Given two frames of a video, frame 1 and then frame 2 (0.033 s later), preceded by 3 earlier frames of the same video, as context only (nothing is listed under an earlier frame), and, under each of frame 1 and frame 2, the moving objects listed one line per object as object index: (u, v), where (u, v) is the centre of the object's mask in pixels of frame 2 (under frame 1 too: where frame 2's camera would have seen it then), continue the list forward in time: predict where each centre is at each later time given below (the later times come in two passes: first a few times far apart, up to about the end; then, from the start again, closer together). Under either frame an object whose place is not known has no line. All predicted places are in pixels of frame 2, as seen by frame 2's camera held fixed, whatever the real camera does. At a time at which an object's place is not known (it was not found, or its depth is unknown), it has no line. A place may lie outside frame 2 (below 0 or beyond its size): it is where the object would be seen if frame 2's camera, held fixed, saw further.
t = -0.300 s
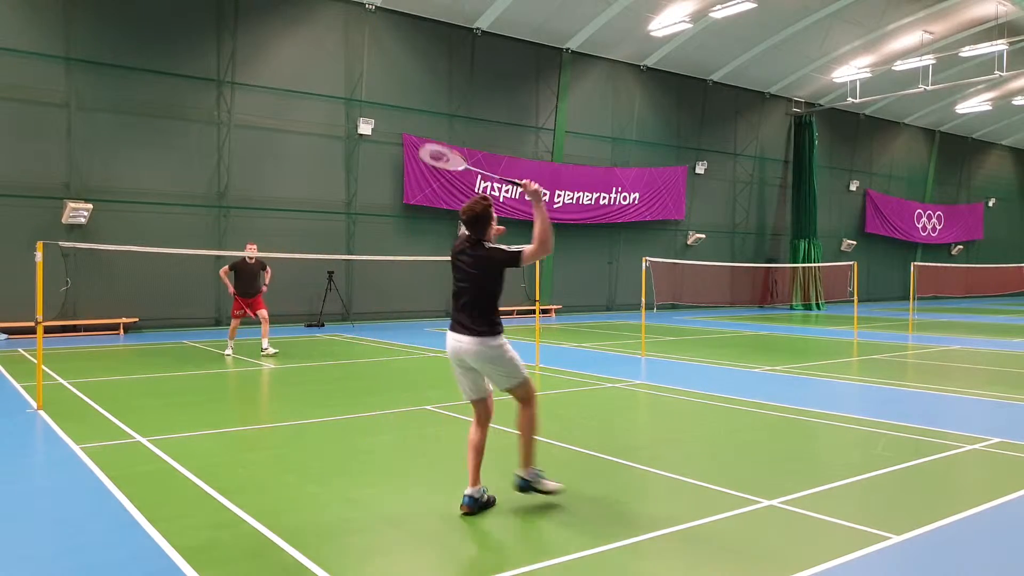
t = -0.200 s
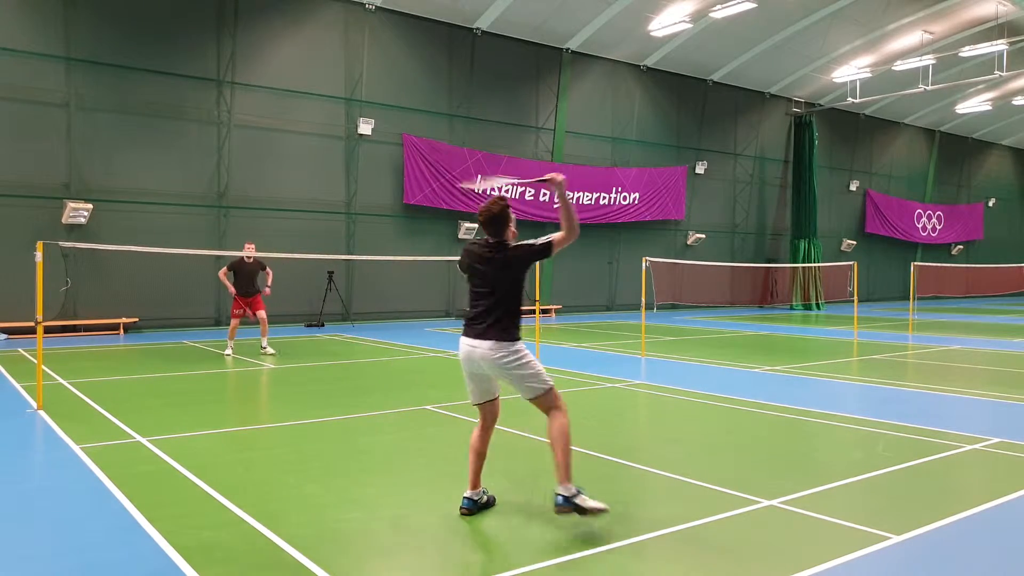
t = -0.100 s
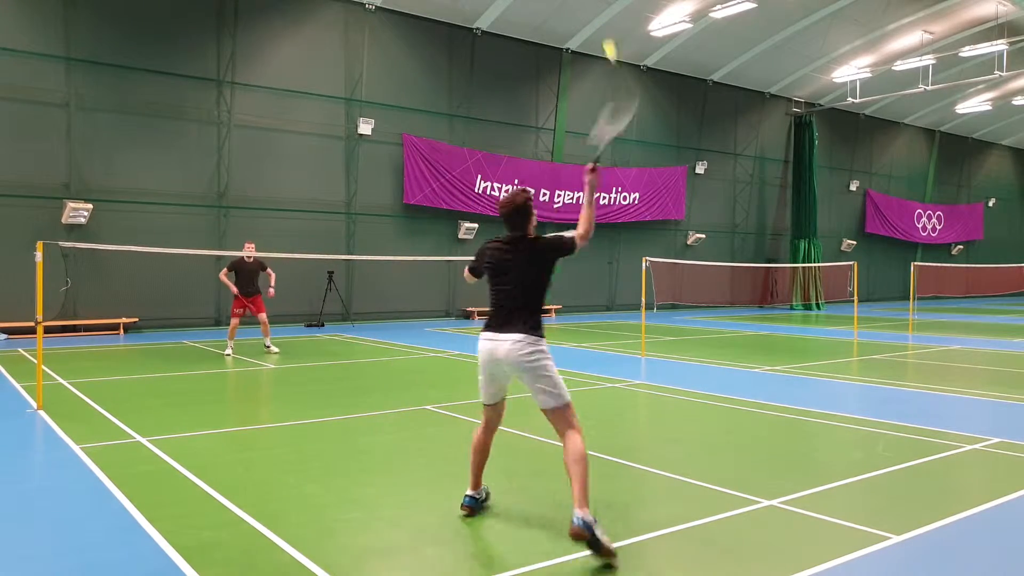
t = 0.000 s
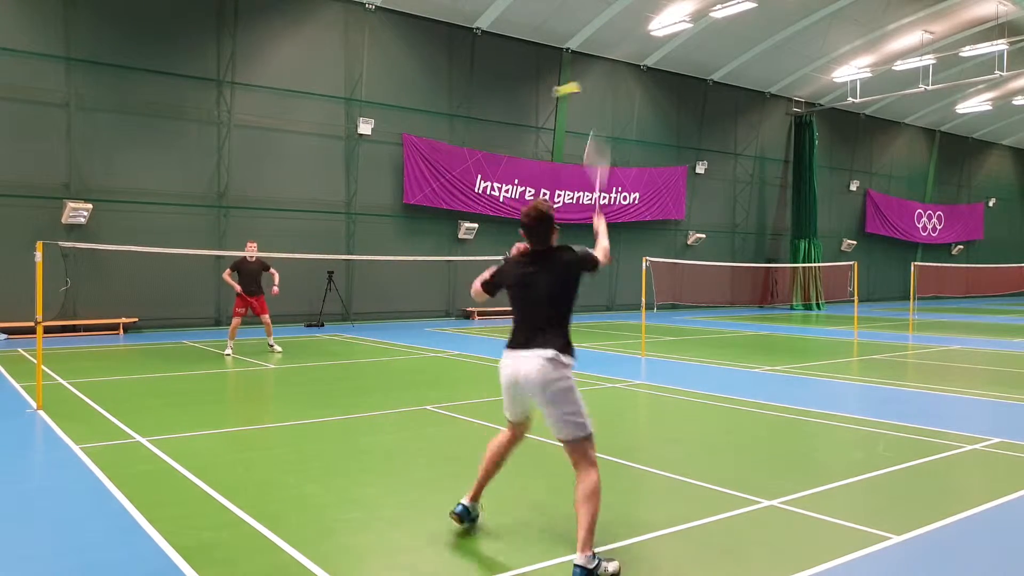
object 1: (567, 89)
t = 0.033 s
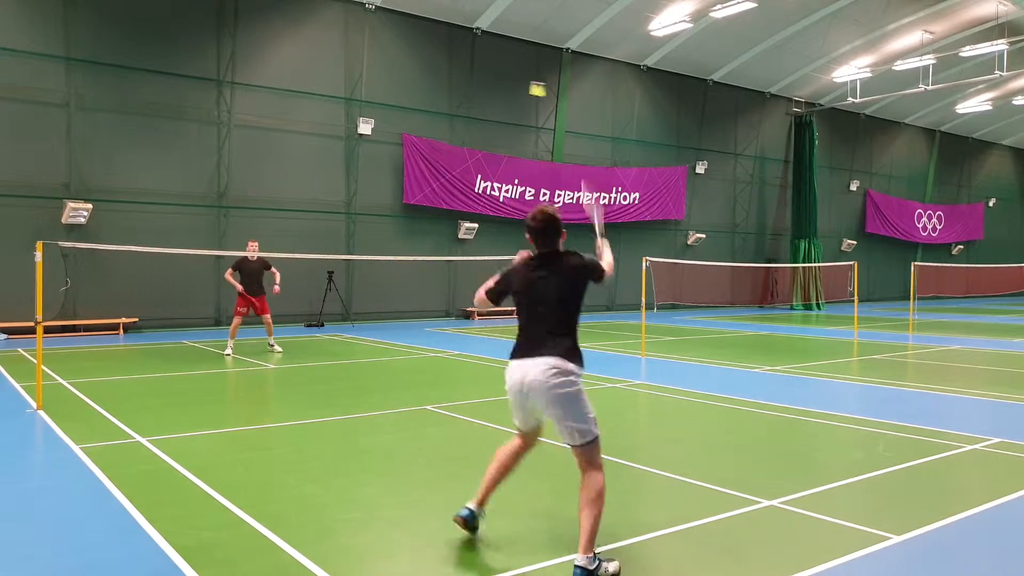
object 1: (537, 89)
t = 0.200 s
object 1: (475, 91)
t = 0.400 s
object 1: (438, 125)
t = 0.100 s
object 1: (504, 80)
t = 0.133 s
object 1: (494, 83)
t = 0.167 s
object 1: (484, 87)
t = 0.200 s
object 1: (475, 91)
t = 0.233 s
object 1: (466, 96)
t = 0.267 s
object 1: (459, 100)
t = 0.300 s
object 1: (453, 106)
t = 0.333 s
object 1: (447, 112)
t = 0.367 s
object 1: (442, 118)
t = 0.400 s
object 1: (438, 125)
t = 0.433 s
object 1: (434, 133)
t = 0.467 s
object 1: (430, 141)
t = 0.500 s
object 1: (427, 149)
